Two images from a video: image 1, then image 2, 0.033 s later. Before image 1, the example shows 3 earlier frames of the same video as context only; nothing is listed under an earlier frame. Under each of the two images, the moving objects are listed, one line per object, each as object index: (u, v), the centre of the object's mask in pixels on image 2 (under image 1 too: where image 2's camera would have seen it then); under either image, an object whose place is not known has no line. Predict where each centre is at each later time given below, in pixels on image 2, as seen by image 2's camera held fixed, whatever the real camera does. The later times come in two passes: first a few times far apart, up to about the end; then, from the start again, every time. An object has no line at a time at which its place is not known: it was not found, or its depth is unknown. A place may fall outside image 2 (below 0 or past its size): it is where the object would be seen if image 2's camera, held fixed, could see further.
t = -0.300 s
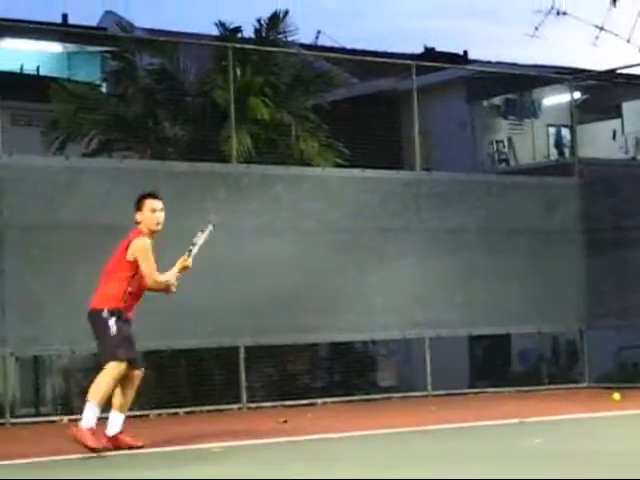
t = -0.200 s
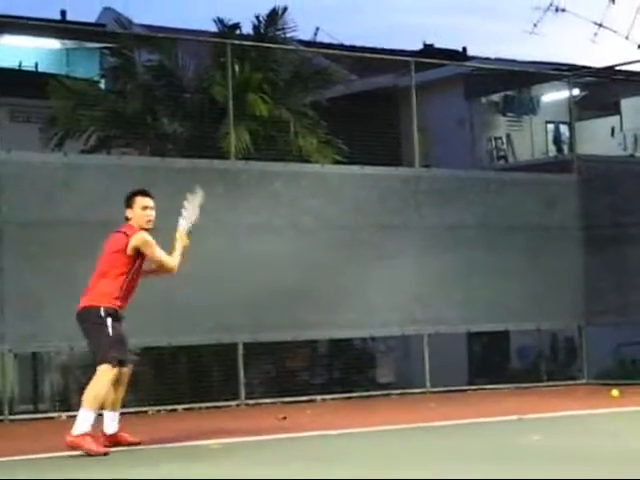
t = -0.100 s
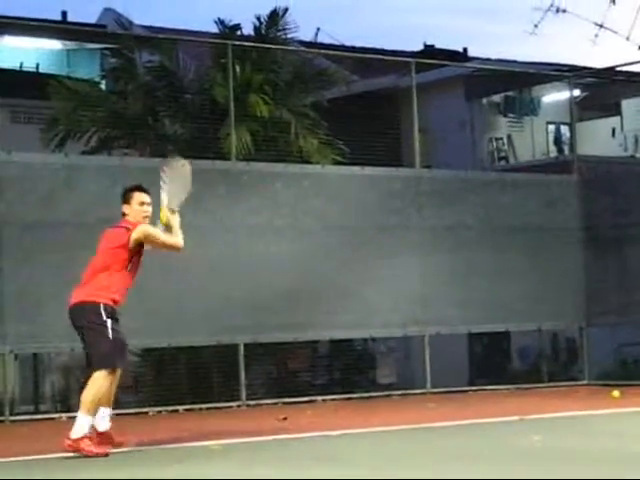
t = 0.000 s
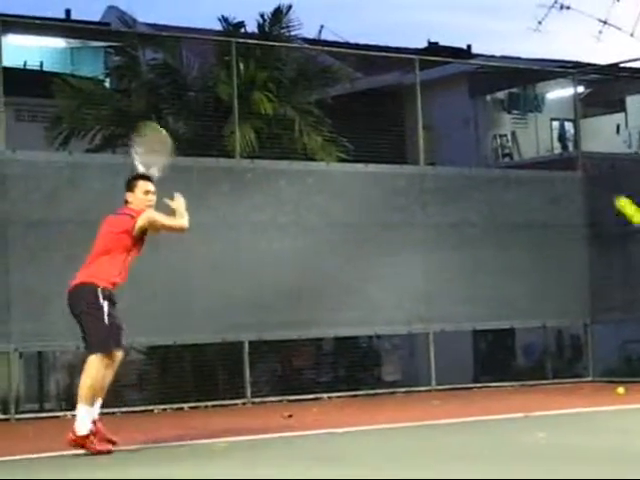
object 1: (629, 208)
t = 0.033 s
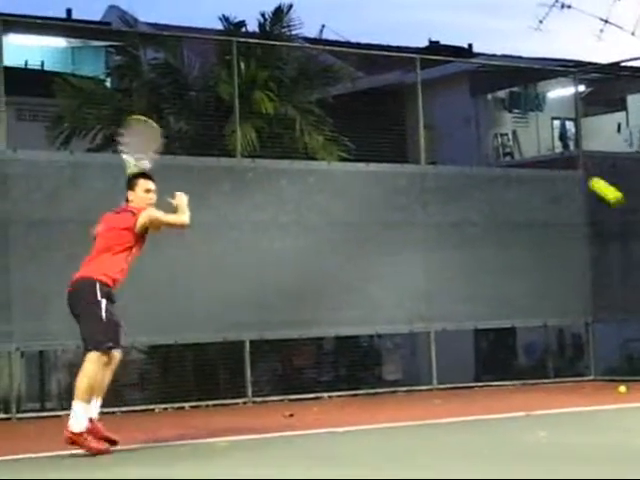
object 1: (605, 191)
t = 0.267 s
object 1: (452, 131)
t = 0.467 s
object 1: (353, 162)
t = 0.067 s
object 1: (580, 174)
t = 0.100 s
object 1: (557, 161)
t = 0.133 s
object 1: (533, 150)
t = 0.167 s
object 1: (511, 141)
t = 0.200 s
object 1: (493, 136)
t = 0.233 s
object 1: (471, 133)
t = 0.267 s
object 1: (452, 131)
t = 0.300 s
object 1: (434, 131)
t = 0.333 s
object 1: (417, 135)
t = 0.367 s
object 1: (399, 139)
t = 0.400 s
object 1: (385, 145)
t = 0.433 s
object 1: (369, 153)
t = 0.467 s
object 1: (353, 162)
